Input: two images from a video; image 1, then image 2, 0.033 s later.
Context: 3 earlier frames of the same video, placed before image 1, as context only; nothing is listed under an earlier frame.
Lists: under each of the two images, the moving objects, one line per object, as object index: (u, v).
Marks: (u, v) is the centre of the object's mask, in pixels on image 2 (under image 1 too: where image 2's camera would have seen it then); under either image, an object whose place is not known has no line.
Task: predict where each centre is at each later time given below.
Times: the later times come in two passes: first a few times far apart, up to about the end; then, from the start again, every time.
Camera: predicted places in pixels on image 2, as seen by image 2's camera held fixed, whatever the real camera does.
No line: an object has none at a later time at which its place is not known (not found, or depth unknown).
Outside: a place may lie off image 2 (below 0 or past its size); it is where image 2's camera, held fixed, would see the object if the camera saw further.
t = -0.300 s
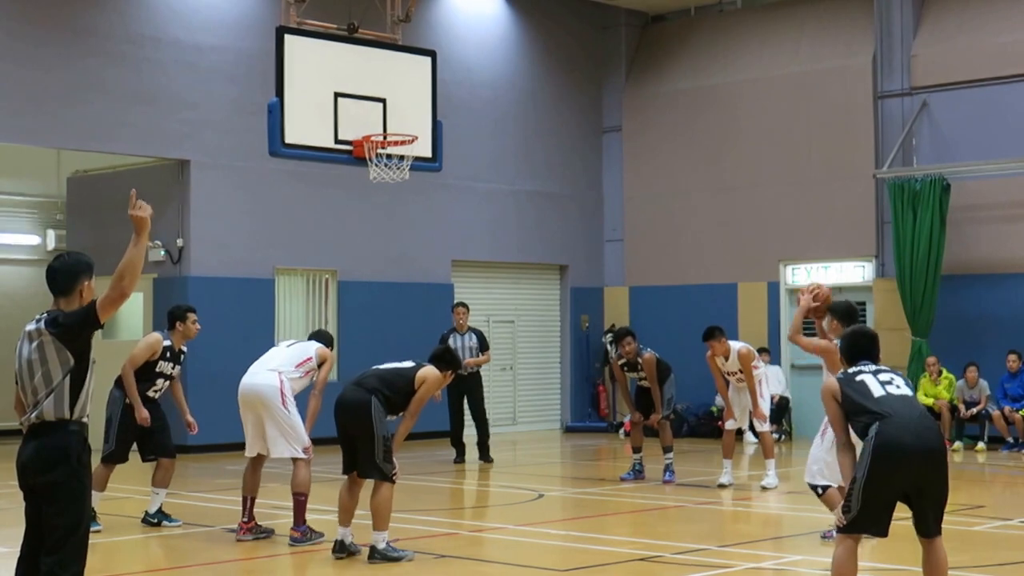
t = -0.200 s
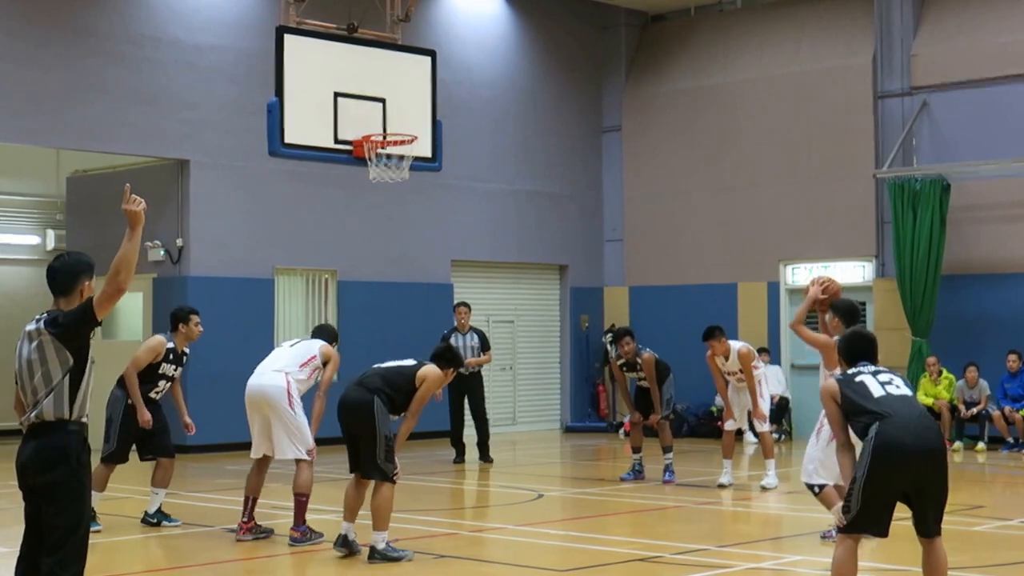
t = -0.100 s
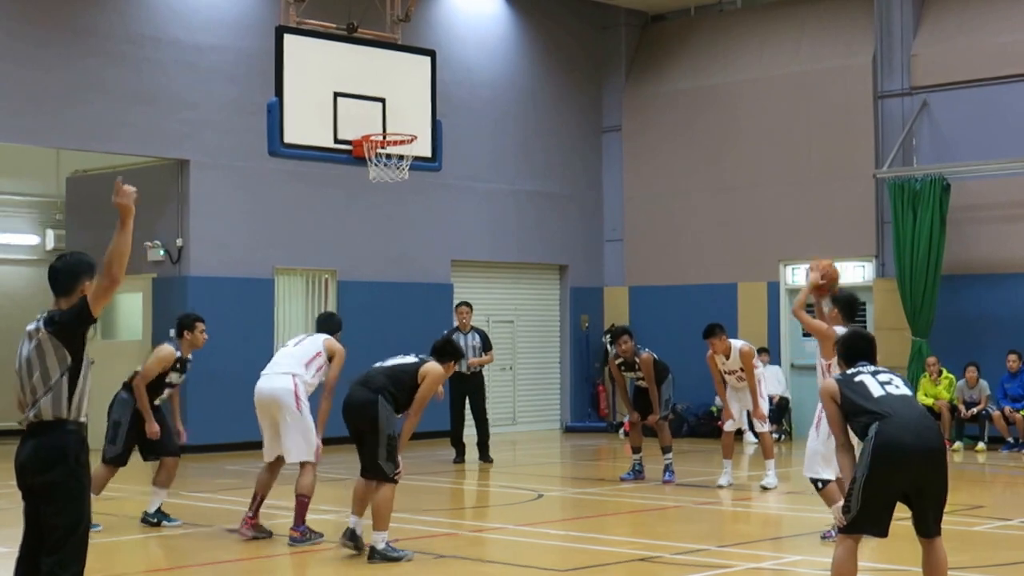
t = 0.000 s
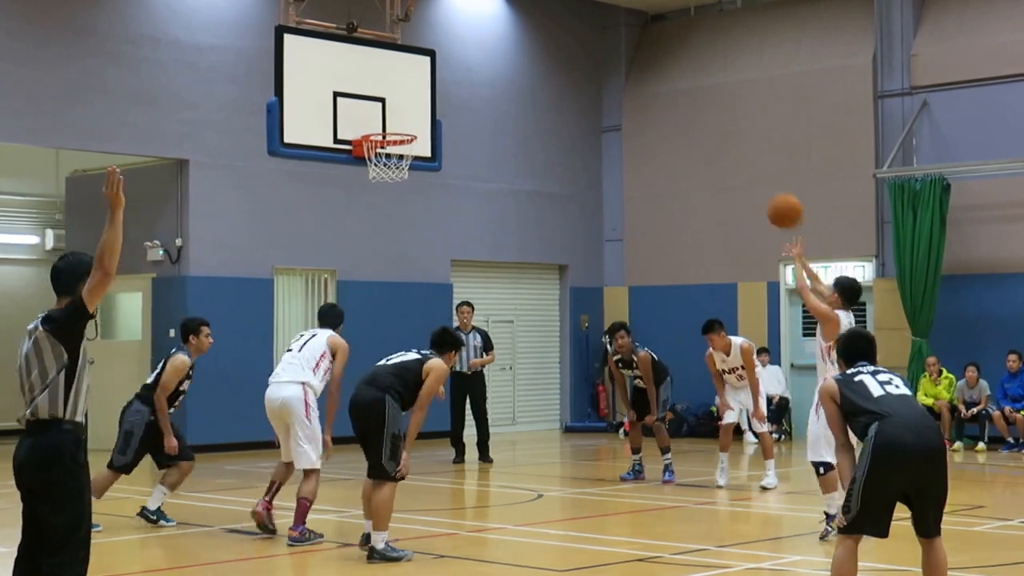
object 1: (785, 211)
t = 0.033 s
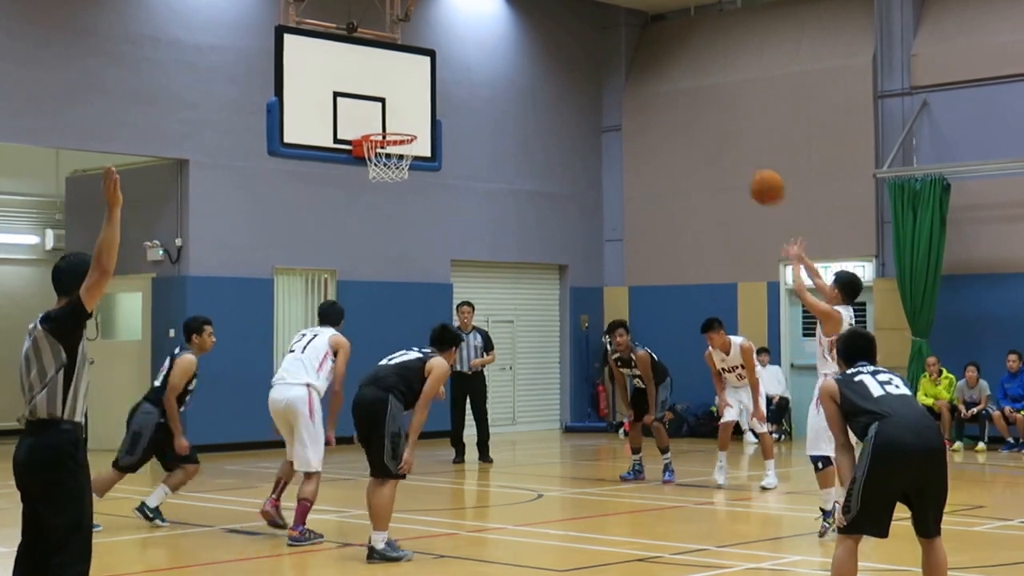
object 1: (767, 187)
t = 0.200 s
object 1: (682, 96)
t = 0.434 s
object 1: (577, 41)
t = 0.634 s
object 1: (497, 50)
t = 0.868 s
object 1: (413, 117)
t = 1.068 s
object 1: (428, 88)
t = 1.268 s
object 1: (451, 91)
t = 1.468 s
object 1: (477, 144)
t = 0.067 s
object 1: (749, 165)
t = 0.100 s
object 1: (732, 145)
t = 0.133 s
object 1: (715, 128)
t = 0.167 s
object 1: (699, 111)
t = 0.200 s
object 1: (682, 96)
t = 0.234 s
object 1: (666, 83)
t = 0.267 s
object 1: (650, 72)
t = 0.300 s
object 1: (636, 63)
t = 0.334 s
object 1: (621, 56)
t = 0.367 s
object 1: (606, 50)
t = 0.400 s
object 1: (592, 45)
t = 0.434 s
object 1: (577, 41)
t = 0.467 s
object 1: (564, 39)
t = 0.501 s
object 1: (550, 38)
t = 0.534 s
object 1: (537, 39)
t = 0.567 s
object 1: (523, 41)
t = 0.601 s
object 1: (510, 45)
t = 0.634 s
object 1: (497, 50)
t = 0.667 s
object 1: (484, 56)
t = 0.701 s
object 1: (472, 63)
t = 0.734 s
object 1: (460, 72)
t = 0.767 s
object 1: (447, 81)
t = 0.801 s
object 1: (436, 92)
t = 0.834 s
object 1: (425, 104)
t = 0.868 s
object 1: (413, 117)
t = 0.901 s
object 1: (409, 120)
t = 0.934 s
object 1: (413, 111)
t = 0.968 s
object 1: (417, 103)
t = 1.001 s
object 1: (421, 97)
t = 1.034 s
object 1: (425, 92)
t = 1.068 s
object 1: (428, 88)
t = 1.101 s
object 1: (432, 85)
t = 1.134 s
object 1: (436, 84)
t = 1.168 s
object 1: (440, 84)
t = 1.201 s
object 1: (443, 85)
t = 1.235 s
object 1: (447, 88)
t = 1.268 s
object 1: (451, 91)
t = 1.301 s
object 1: (455, 97)
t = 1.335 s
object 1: (460, 103)
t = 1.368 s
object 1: (464, 111)
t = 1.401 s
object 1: (469, 121)
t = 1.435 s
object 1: (473, 132)
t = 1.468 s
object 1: (477, 144)
